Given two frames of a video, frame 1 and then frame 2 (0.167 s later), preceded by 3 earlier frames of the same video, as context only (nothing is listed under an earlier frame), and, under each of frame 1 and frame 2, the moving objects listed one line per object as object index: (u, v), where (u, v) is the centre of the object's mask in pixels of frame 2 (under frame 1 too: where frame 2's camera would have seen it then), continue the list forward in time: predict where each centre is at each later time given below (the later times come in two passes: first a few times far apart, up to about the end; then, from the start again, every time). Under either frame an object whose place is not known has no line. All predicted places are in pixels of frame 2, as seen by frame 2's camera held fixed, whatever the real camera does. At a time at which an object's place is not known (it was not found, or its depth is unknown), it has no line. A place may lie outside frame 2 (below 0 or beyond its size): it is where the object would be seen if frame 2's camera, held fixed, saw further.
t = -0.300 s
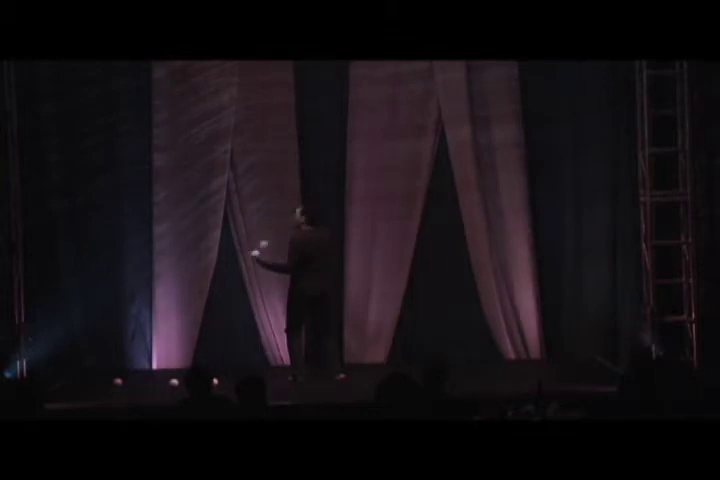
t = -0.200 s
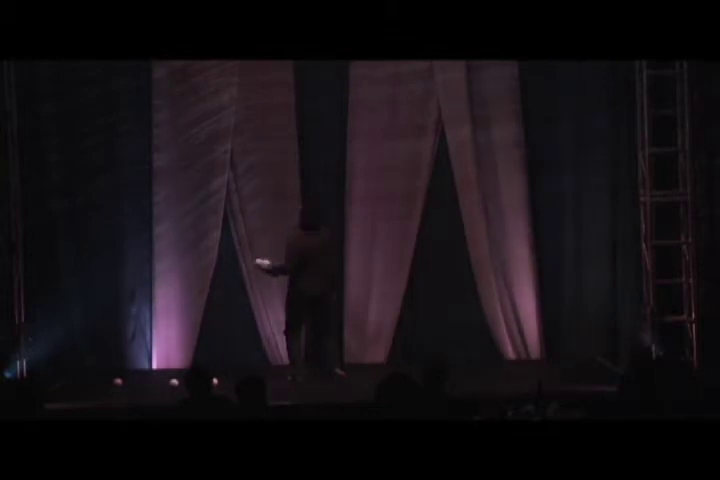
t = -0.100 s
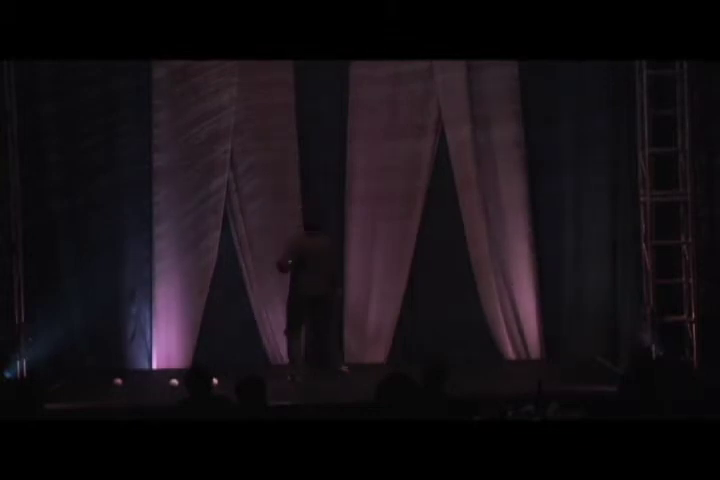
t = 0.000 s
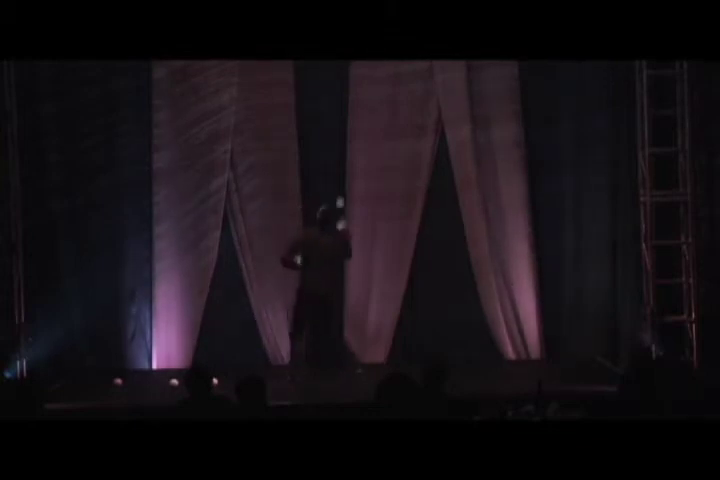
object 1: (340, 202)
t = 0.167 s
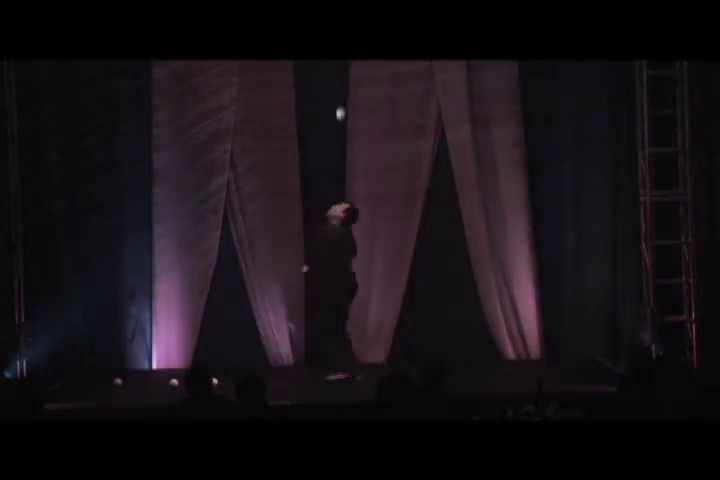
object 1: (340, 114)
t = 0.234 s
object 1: (340, 91)
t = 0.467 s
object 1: (343, 71)
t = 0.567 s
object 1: (345, 94)
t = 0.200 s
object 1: (340, 101)
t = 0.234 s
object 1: (340, 91)
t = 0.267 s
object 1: (341, 82)
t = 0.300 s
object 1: (341, 75)
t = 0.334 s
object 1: (341, 71)
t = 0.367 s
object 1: (341, 68)
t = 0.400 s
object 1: (342, 67)
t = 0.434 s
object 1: (342, 68)
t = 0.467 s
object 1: (343, 71)
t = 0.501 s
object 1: (343, 77)
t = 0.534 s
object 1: (344, 84)
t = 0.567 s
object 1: (345, 94)
